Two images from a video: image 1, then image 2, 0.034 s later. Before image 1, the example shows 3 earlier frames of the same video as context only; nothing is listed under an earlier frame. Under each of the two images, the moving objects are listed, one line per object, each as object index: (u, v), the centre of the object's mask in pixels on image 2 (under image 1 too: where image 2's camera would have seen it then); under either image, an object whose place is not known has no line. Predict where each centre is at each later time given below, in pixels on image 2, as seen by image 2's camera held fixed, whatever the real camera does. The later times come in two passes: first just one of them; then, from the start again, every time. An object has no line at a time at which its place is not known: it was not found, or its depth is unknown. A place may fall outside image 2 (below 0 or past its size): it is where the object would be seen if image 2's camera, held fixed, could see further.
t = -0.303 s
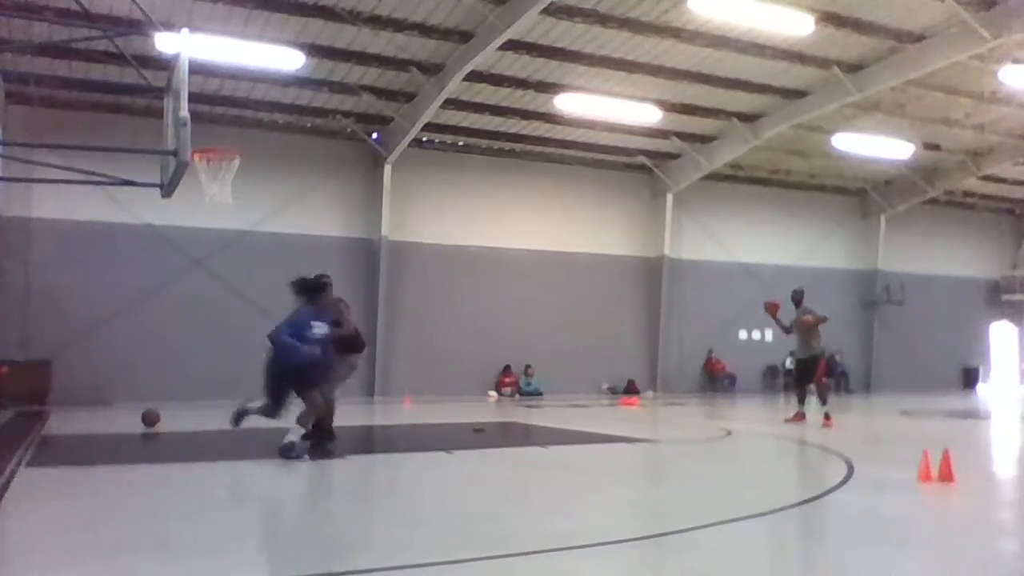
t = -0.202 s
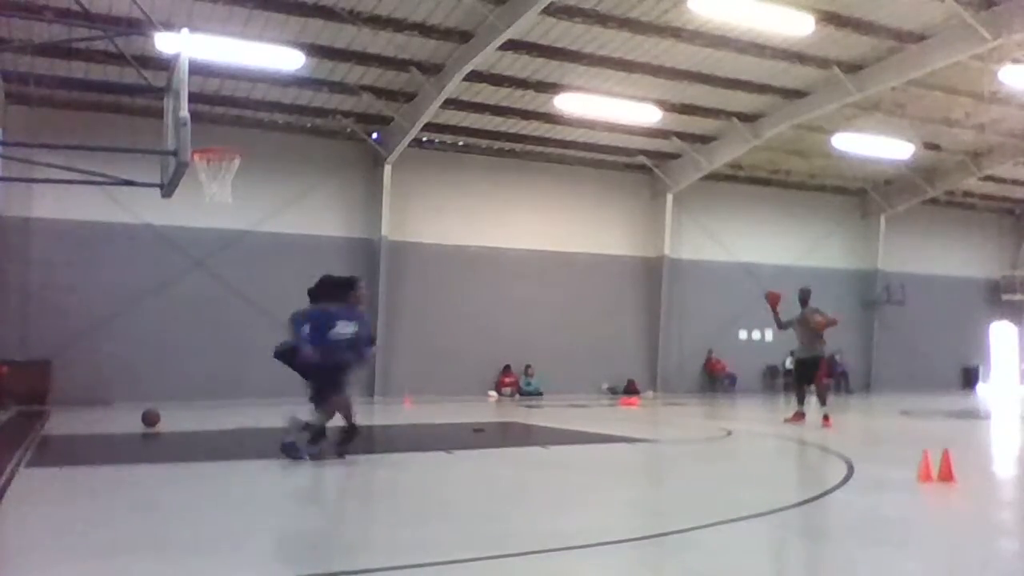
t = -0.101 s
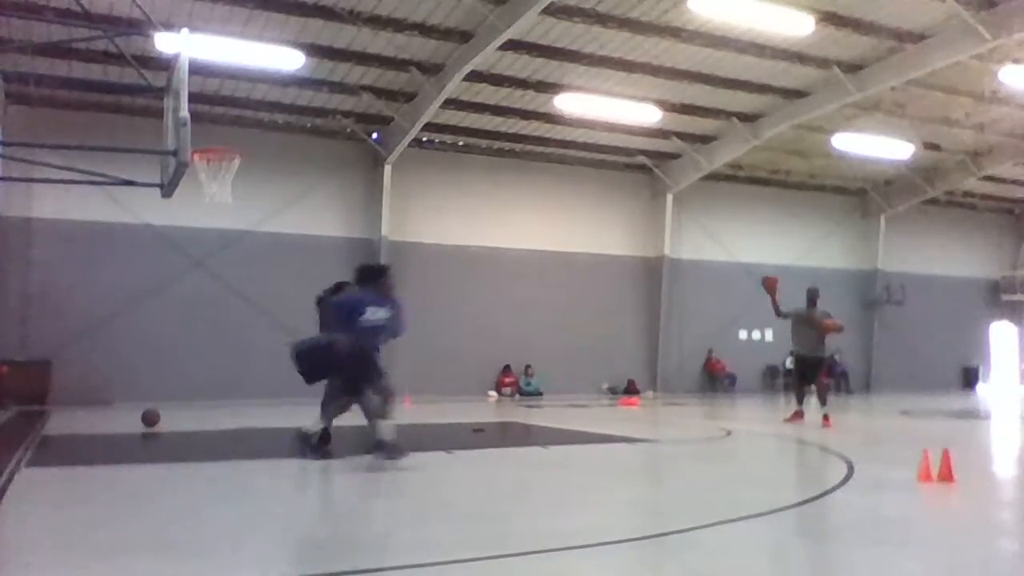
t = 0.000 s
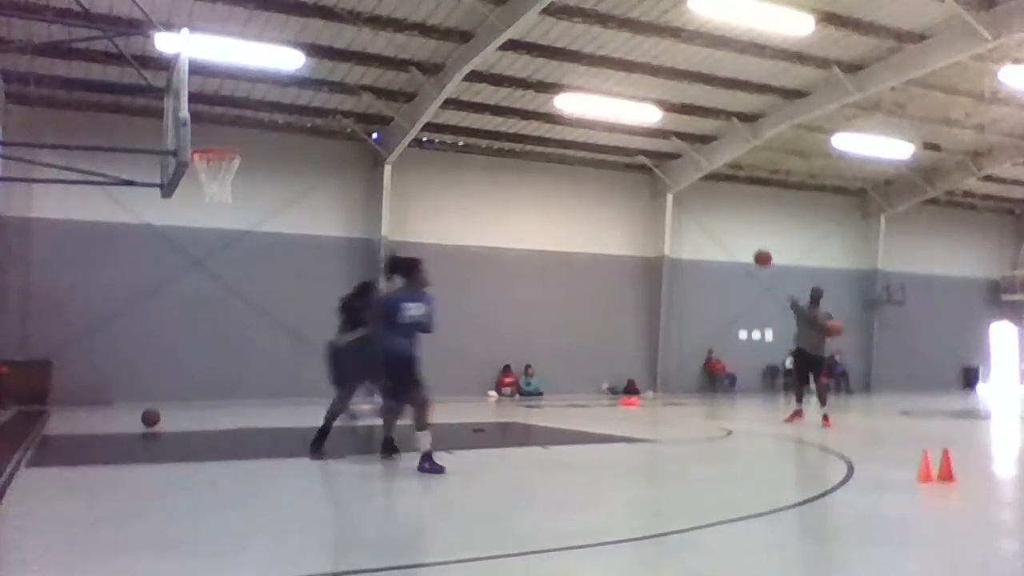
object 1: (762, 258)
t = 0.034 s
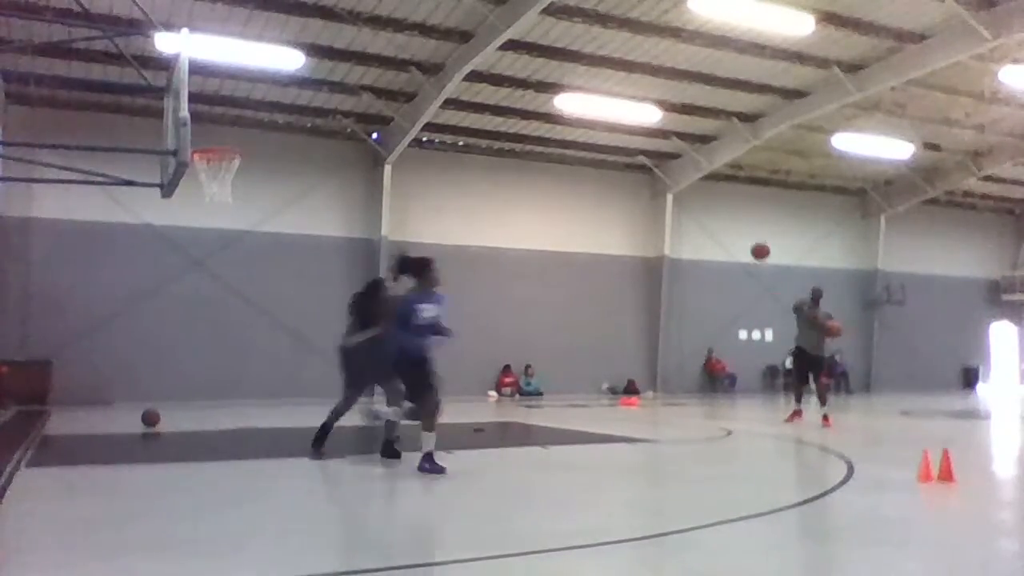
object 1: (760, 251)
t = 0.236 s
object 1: (741, 223)
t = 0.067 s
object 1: (758, 245)
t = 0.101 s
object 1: (755, 239)
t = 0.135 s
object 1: (751, 234)
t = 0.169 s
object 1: (748, 230)
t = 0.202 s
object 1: (745, 227)
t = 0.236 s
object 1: (741, 223)
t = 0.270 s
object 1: (737, 221)
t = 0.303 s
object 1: (733, 220)
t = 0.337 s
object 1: (728, 219)
